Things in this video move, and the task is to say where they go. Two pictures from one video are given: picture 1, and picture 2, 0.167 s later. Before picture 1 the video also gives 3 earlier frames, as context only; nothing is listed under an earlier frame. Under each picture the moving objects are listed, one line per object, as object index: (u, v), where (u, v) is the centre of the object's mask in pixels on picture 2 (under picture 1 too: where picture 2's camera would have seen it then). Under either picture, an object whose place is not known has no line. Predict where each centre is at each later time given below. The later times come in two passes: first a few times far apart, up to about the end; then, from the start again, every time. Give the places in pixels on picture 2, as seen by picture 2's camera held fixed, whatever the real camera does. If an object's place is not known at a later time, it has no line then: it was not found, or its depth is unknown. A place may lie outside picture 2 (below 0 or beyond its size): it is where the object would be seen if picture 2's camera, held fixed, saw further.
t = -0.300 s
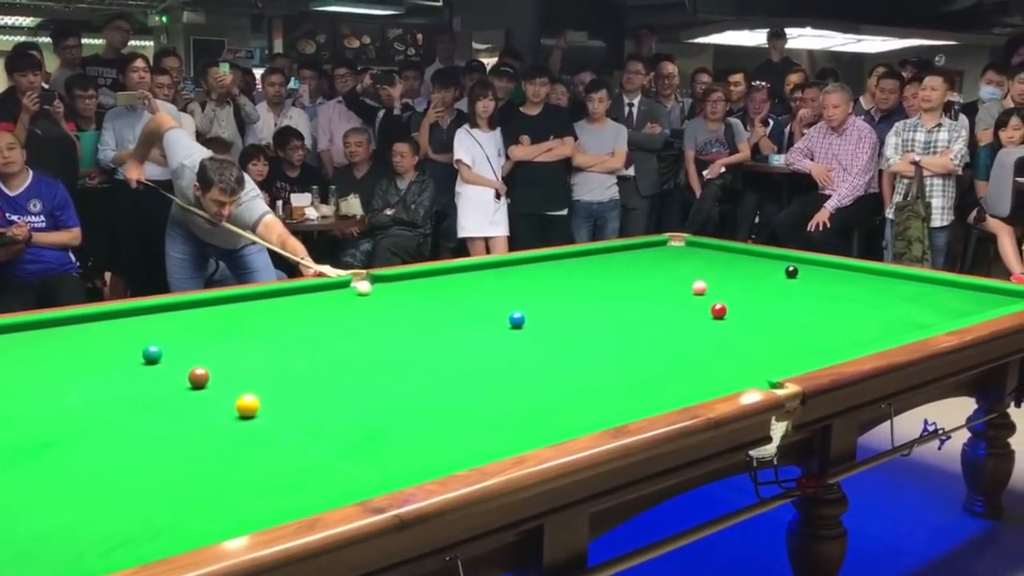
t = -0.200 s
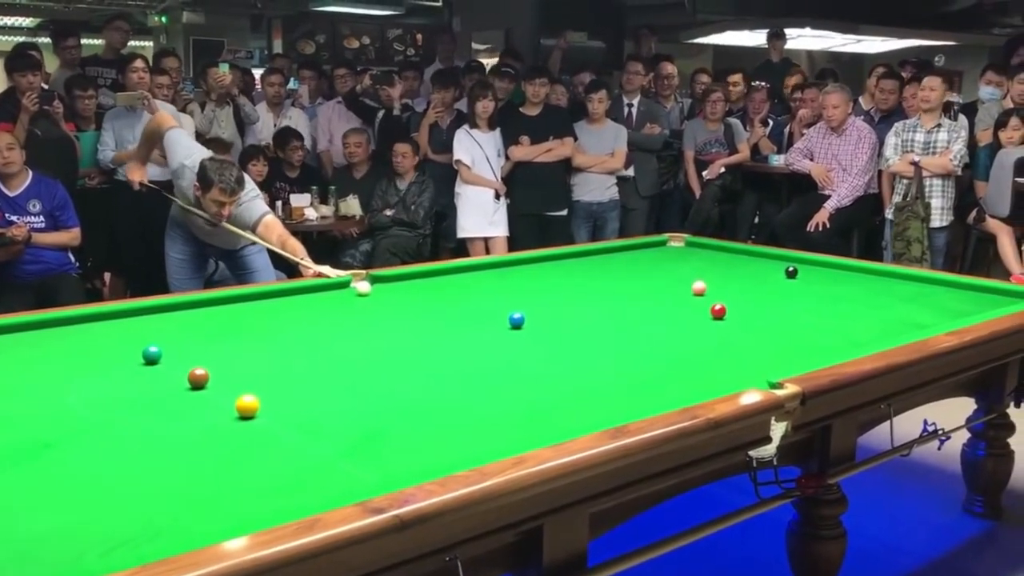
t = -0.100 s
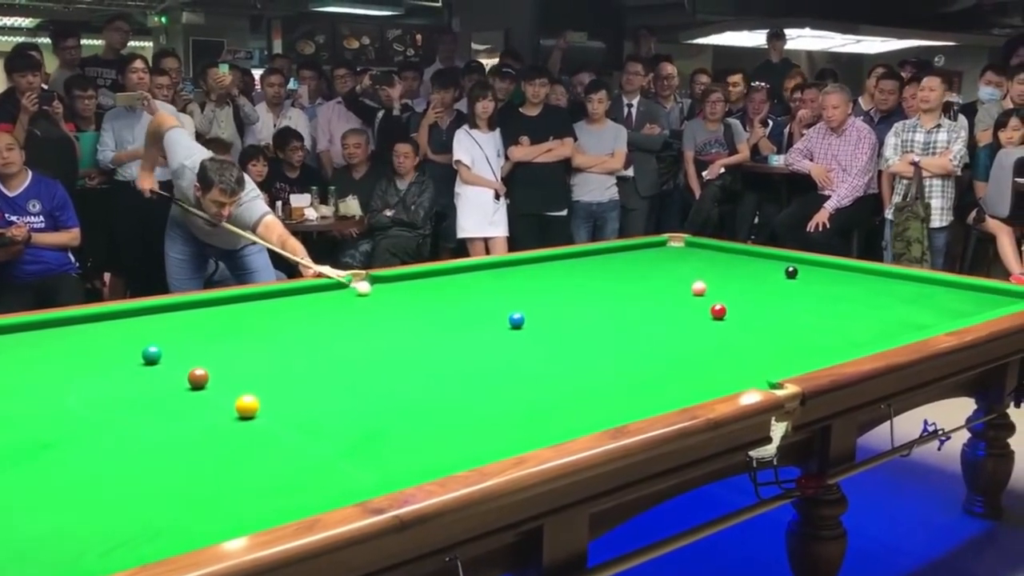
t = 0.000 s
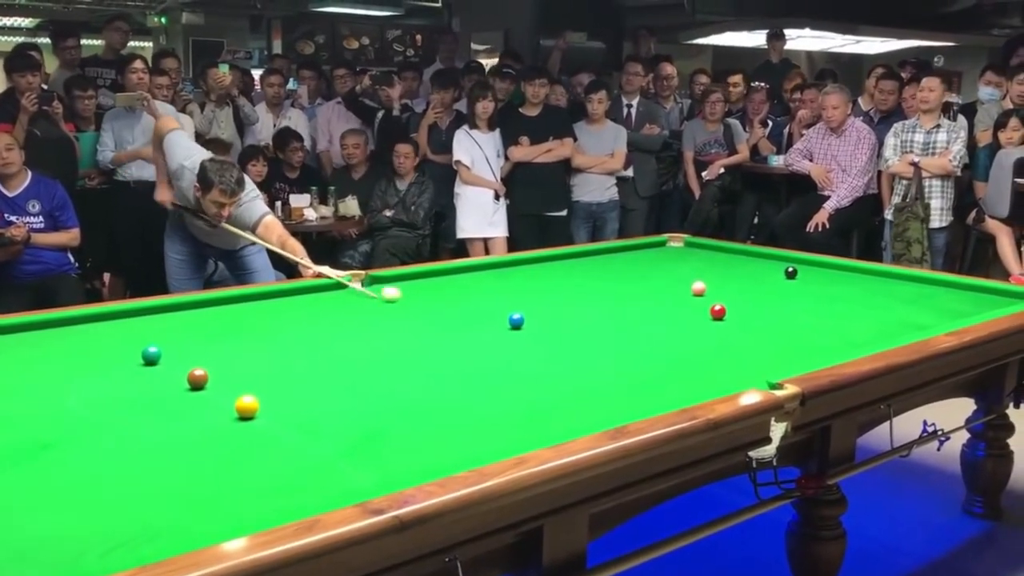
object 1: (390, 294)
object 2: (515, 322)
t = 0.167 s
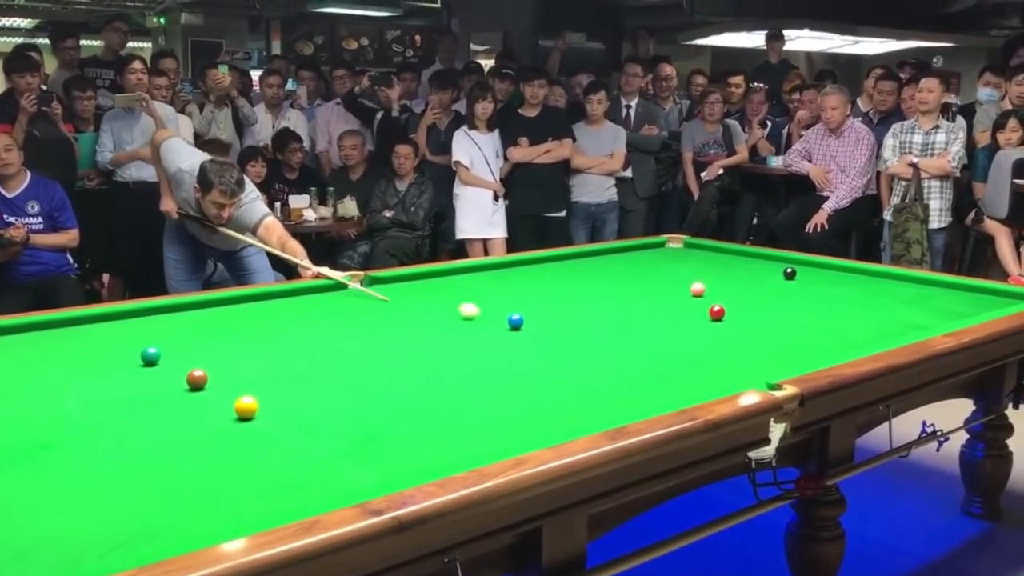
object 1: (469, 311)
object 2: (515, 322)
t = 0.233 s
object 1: (498, 316)
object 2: (515, 322)
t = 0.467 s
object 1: (517, 317)
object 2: (597, 344)
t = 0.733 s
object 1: (530, 316)
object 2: (694, 370)
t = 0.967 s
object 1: (541, 315)
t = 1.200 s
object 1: (550, 314)
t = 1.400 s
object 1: (557, 314)
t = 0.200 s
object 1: (484, 313)
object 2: (515, 322)
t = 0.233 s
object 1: (498, 316)
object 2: (515, 322)
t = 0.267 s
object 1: (506, 318)
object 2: (523, 323)
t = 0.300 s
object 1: (508, 318)
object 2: (536, 327)
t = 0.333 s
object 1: (510, 318)
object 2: (549, 330)
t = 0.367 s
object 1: (512, 318)
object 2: (562, 334)
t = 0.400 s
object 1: (513, 318)
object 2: (573, 337)
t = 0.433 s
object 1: (515, 317)
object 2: (586, 340)
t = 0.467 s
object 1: (517, 317)
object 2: (597, 344)
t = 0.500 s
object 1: (519, 317)
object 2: (608, 346)
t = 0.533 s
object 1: (520, 317)
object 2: (620, 350)
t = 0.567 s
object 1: (522, 317)
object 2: (632, 353)
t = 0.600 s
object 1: (524, 316)
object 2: (643, 356)
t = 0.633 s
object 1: (525, 316)
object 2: (655, 359)
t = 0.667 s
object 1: (527, 316)
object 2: (668, 362)
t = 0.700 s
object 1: (529, 316)
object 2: (681, 366)
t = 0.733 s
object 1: (530, 316)
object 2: (694, 370)
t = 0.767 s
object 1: (532, 316)
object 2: (707, 373)
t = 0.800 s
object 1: (533, 316)
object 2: (720, 376)
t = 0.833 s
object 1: (535, 316)
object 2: (734, 378)
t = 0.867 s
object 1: (536, 316)
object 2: (749, 381)
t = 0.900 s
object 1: (538, 315)
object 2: (760, 384)
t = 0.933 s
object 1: (539, 315)
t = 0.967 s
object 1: (541, 315)
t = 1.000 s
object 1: (542, 315)
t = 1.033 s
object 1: (544, 315)
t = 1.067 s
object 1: (545, 315)
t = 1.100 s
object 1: (546, 315)
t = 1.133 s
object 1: (548, 315)
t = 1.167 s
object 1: (549, 315)
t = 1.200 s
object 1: (550, 314)
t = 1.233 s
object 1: (551, 314)
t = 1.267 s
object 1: (552, 314)
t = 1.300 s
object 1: (553, 314)
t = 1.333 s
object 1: (555, 314)
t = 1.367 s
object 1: (556, 314)
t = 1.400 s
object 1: (557, 314)
